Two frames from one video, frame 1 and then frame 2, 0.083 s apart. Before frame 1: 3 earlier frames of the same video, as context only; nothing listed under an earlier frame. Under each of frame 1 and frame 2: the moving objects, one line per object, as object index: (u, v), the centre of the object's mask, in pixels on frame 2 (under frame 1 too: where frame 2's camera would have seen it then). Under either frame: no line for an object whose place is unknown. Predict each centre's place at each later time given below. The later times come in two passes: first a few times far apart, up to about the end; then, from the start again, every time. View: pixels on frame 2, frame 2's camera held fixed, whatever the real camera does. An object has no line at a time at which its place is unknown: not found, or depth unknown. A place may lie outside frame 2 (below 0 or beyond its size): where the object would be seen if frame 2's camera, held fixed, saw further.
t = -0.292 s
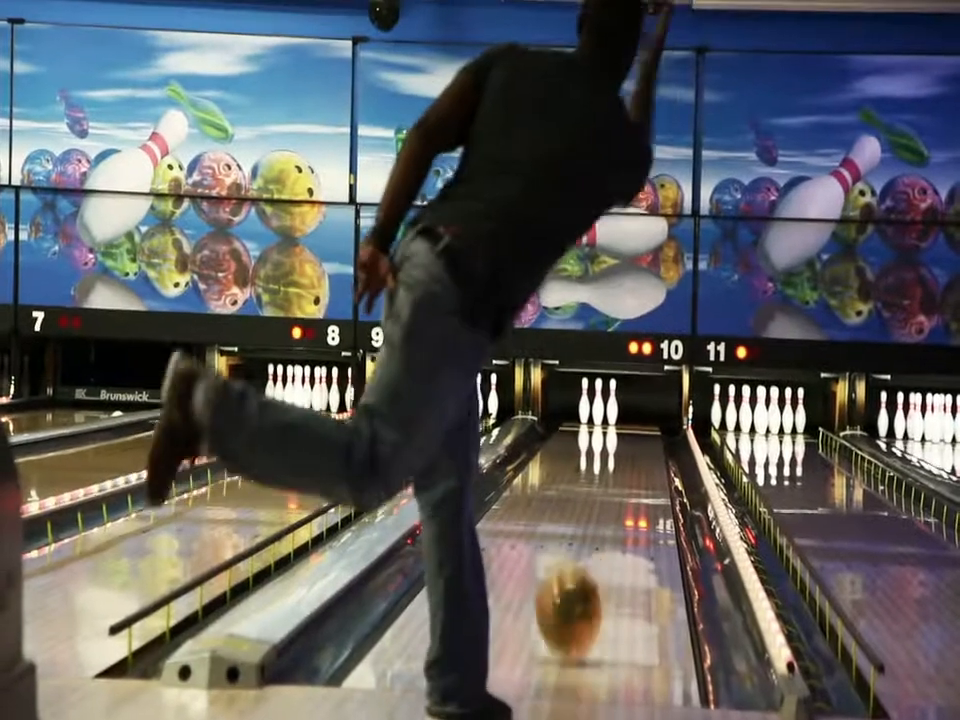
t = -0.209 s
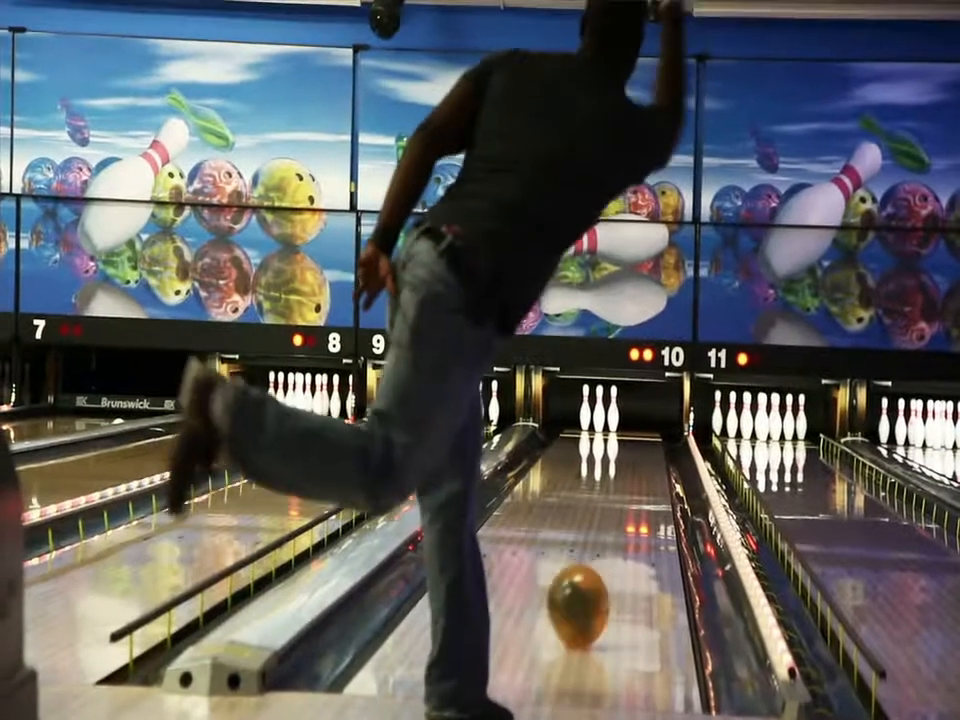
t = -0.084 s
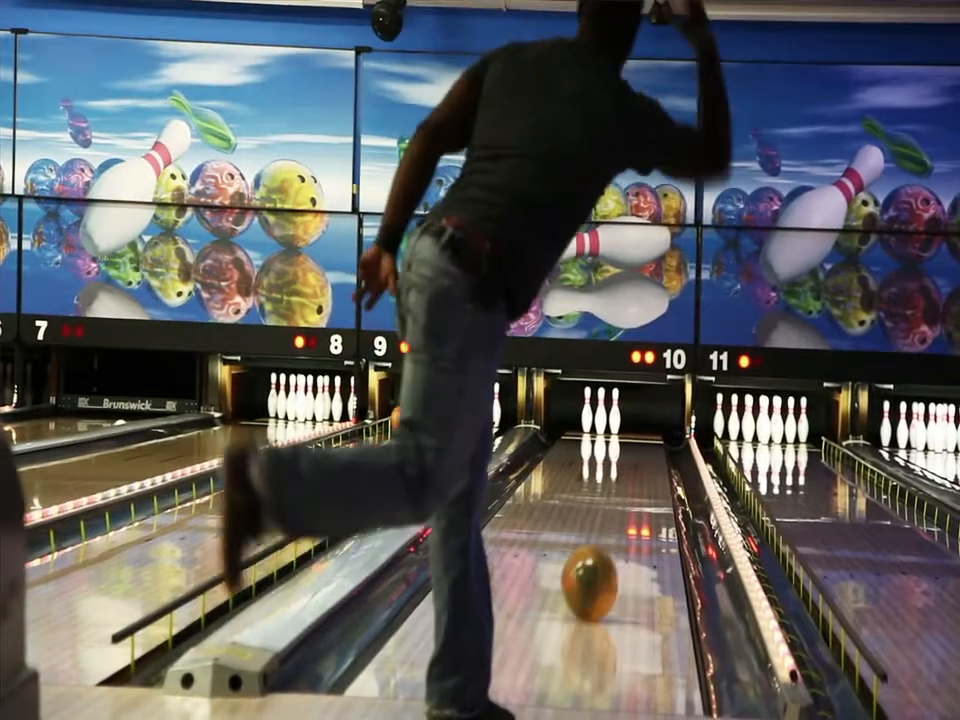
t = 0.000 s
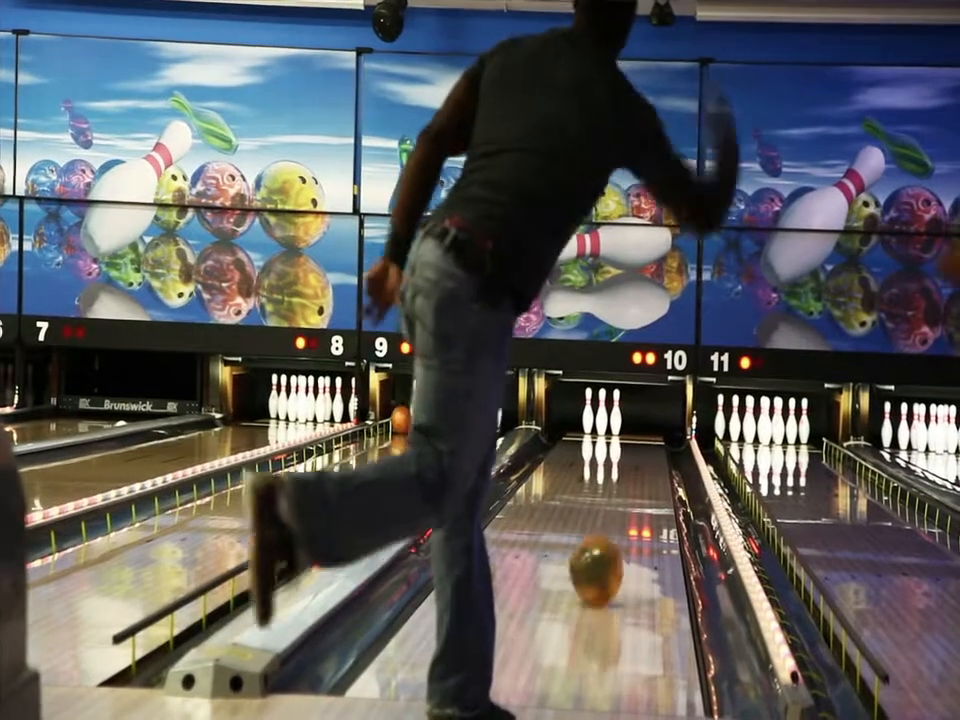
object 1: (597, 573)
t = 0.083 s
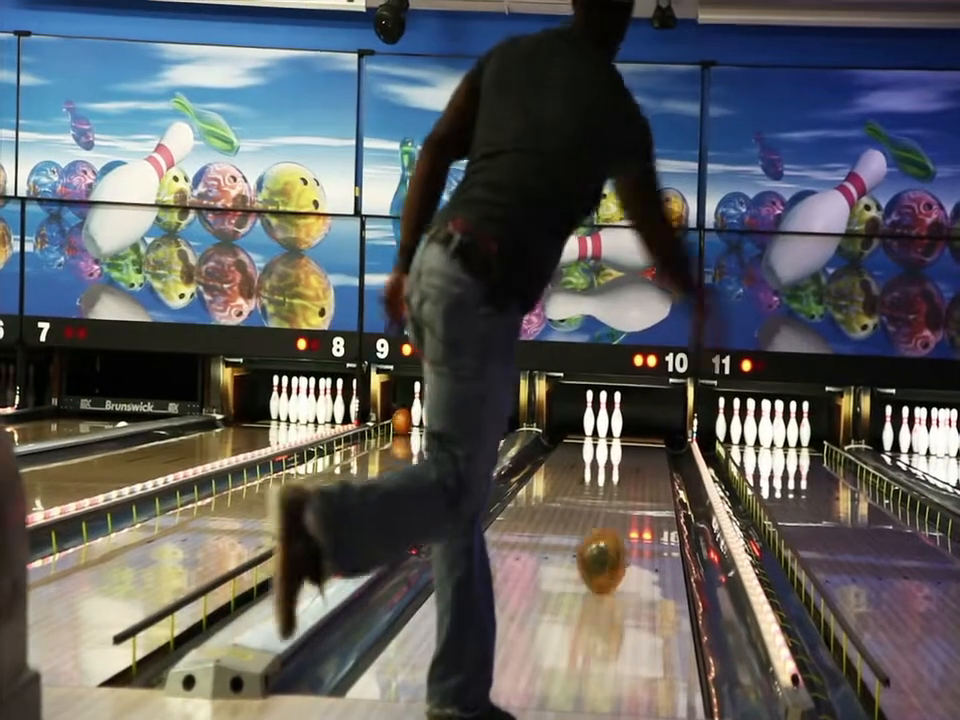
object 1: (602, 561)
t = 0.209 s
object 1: (608, 545)
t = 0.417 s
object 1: (617, 523)
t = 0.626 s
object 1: (621, 504)
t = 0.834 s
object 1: (625, 489)
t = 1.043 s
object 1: (626, 478)
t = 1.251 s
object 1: (628, 467)
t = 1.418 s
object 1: (628, 460)
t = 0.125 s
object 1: (604, 555)
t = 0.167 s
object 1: (605, 550)
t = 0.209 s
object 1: (608, 545)
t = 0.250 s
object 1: (610, 539)
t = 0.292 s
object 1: (611, 536)
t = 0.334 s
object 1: (613, 531)
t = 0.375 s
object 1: (615, 525)
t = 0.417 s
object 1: (617, 523)
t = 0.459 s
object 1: (618, 518)
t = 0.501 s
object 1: (619, 516)
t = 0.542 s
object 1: (620, 510)
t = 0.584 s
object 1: (621, 507)
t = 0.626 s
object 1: (621, 504)
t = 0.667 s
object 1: (622, 501)
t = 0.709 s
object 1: (623, 497)
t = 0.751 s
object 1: (624, 494)
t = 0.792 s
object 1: (624, 492)
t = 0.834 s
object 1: (625, 489)
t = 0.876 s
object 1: (626, 486)
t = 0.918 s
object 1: (626, 484)
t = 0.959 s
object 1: (626, 482)
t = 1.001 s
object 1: (626, 480)
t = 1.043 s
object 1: (626, 478)
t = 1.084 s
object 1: (626, 476)
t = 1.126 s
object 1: (627, 473)
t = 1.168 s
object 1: (627, 471)
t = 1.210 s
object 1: (628, 469)
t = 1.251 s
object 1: (628, 467)
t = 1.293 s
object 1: (628, 465)
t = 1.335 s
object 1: (628, 464)
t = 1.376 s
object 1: (628, 462)
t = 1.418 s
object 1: (628, 460)
